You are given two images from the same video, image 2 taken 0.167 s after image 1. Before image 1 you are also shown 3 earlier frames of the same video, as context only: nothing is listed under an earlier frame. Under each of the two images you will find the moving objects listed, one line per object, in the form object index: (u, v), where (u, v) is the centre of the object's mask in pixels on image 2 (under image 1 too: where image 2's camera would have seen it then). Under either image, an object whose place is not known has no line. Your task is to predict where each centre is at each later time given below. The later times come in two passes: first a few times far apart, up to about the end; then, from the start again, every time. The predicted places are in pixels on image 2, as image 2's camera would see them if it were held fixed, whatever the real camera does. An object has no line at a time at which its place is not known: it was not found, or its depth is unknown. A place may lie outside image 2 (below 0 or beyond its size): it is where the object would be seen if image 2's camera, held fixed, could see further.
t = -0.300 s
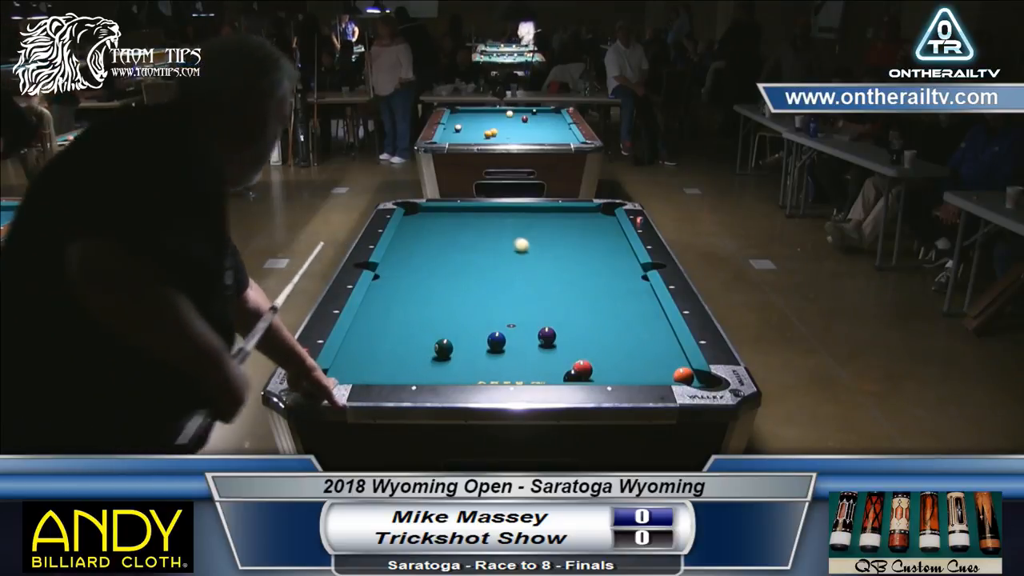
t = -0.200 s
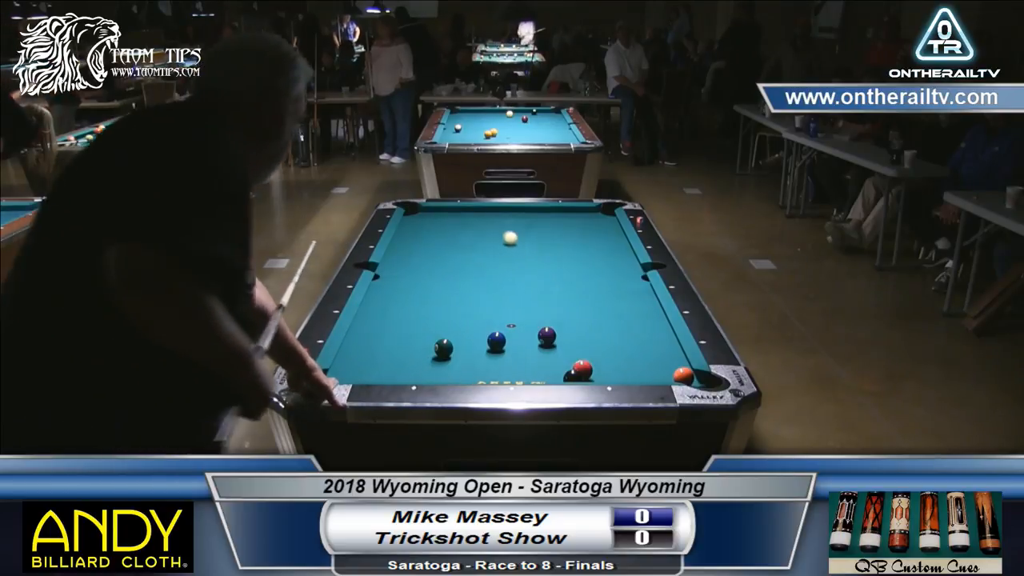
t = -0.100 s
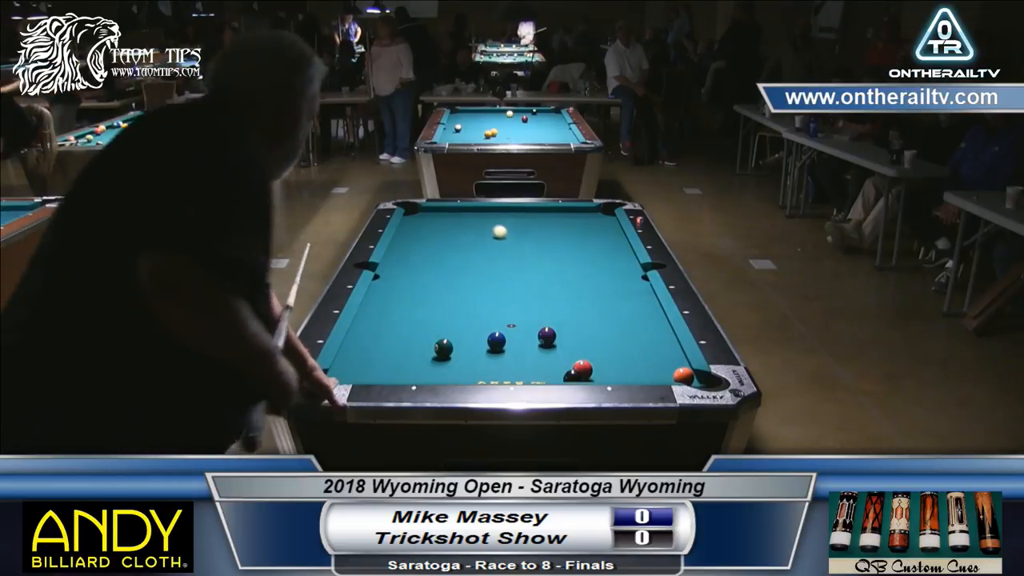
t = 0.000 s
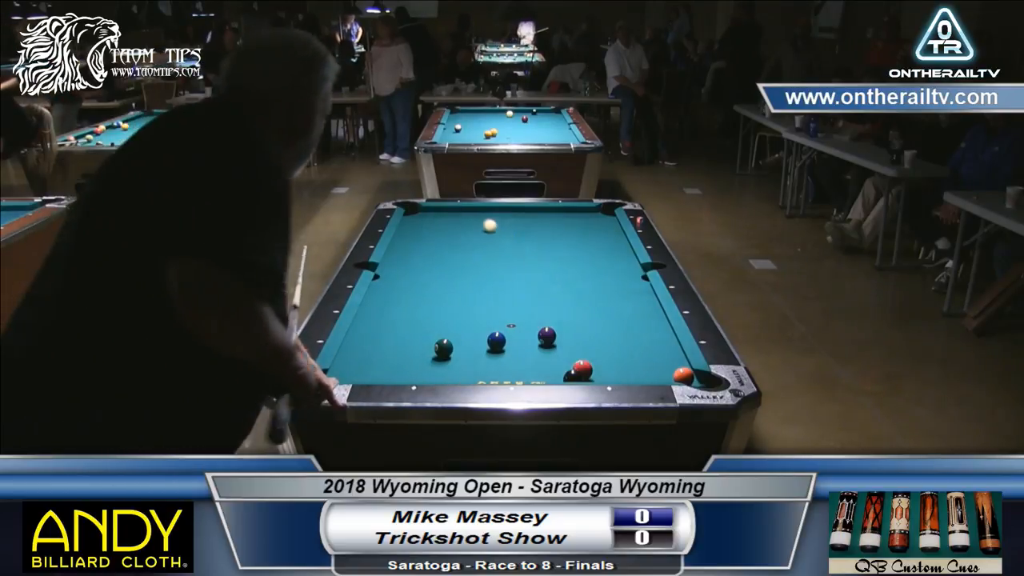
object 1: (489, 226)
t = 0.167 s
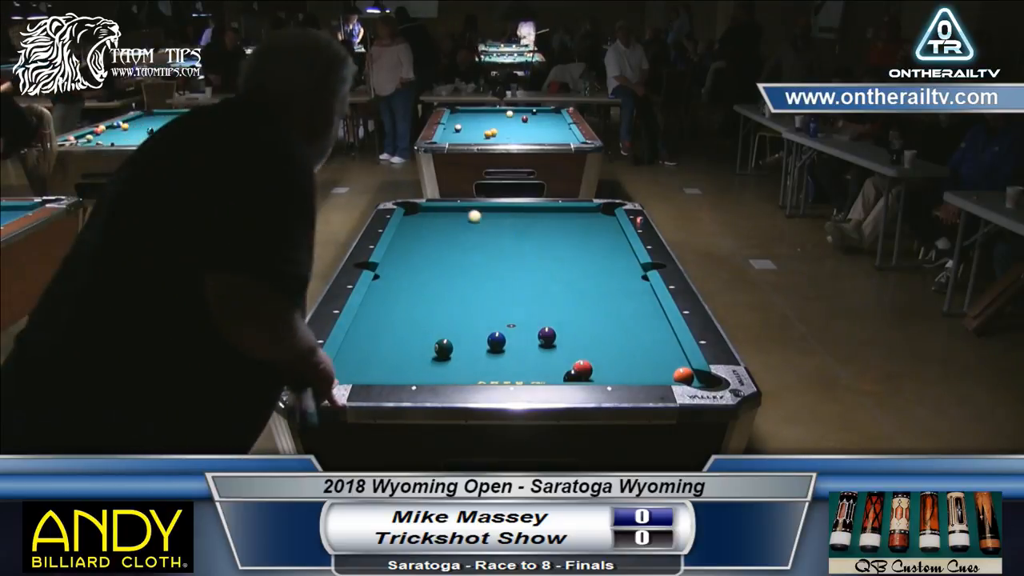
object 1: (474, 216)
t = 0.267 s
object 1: (466, 211)
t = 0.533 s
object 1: (429, 214)
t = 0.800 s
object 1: (415, 221)
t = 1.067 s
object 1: (431, 229)
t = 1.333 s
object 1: (447, 238)
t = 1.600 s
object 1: (464, 246)
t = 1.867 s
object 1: (482, 255)
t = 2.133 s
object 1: (500, 264)
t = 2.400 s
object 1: (519, 273)
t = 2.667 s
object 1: (537, 282)
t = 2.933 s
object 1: (557, 292)
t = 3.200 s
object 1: (577, 302)
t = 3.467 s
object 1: (597, 312)
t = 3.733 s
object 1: (617, 321)
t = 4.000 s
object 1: (637, 331)
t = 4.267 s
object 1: (658, 341)
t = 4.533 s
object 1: (671, 350)
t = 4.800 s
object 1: (667, 358)
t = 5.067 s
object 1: (663, 365)
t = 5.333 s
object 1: (660, 370)
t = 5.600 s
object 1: (657, 374)
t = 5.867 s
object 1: (654, 376)
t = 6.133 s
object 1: (650, 375)
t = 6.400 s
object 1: (649, 374)
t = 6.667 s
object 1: (648, 374)
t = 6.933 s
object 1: (649, 374)
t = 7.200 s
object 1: (649, 374)
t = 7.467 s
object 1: (649, 374)
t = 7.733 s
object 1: (649, 374)
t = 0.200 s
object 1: (471, 214)
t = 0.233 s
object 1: (468, 213)
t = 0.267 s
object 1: (466, 211)
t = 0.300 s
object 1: (463, 209)
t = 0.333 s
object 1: (459, 209)
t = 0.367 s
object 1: (454, 210)
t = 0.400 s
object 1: (449, 211)
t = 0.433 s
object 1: (444, 212)
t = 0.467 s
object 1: (439, 213)
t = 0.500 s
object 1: (434, 213)
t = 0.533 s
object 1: (429, 214)
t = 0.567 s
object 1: (424, 215)
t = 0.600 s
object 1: (419, 216)
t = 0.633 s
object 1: (414, 217)
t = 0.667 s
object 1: (409, 217)
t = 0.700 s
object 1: (409, 218)
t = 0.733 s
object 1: (411, 219)
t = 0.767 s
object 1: (413, 220)
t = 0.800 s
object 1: (415, 221)
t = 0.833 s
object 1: (417, 222)
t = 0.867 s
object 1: (419, 223)
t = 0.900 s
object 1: (421, 224)
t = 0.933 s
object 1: (423, 225)
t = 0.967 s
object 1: (425, 226)
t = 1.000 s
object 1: (427, 227)
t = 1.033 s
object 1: (429, 228)
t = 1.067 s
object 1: (431, 229)
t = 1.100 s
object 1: (433, 230)
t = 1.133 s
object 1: (435, 231)
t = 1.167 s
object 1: (437, 232)
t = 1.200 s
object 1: (439, 233)
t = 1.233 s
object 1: (441, 234)
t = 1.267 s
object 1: (443, 235)
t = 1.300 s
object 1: (445, 237)
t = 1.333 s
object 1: (447, 238)
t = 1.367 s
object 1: (449, 238)
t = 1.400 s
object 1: (451, 240)
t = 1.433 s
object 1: (454, 241)
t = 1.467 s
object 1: (455, 242)
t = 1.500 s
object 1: (458, 243)
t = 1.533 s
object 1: (460, 244)
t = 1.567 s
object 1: (462, 245)
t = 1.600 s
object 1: (464, 246)
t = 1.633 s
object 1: (466, 247)
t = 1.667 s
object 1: (468, 248)
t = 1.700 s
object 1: (471, 249)
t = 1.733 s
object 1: (473, 251)
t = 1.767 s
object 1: (475, 251)
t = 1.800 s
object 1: (477, 252)
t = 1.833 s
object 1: (480, 254)
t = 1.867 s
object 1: (482, 255)
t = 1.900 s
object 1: (484, 256)
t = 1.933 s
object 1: (486, 257)
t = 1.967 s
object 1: (489, 258)
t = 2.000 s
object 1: (491, 259)
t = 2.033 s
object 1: (493, 261)
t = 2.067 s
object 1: (495, 261)
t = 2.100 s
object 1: (498, 263)
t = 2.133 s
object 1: (500, 264)
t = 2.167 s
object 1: (502, 265)
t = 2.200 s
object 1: (505, 266)
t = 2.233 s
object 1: (507, 267)
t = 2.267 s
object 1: (509, 268)
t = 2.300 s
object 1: (512, 269)
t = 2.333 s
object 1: (514, 271)
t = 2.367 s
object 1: (516, 272)
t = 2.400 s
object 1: (519, 273)
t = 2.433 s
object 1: (521, 274)
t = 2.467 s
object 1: (523, 275)
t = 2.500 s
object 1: (526, 277)
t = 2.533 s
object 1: (528, 278)
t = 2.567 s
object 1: (530, 279)
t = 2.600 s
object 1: (533, 280)
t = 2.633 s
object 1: (535, 281)
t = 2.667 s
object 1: (537, 282)
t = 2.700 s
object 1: (540, 284)
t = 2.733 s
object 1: (542, 285)
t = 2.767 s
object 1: (545, 286)
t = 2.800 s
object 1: (547, 287)
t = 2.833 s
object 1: (550, 288)
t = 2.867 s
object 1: (552, 290)
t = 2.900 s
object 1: (554, 291)
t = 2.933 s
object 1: (557, 292)
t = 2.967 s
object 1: (559, 293)
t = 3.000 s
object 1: (562, 295)
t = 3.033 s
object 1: (564, 296)
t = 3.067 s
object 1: (567, 297)
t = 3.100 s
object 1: (569, 298)
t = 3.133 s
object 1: (572, 299)
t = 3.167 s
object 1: (574, 301)
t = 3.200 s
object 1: (577, 302)
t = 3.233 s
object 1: (579, 303)
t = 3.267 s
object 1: (582, 304)
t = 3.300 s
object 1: (584, 306)
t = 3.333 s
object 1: (587, 307)
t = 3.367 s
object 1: (589, 308)
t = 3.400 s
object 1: (592, 309)
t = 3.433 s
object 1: (594, 310)
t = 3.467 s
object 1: (597, 312)
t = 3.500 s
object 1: (599, 313)
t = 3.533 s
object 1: (602, 314)
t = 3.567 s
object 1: (604, 315)
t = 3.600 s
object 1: (607, 316)
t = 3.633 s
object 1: (609, 318)
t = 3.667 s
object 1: (612, 319)
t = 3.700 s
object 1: (614, 320)
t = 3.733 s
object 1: (617, 321)
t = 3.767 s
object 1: (619, 323)
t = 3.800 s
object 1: (622, 324)
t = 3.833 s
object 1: (624, 325)
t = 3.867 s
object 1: (627, 326)
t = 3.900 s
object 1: (630, 328)
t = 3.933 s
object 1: (632, 329)
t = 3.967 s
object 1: (635, 330)
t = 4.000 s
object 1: (637, 331)
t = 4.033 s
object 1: (640, 332)
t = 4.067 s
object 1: (642, 334)
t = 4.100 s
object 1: (645, 335)
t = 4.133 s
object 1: (647, 336)
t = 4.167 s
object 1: (650, 337)
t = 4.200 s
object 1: (652, 339)
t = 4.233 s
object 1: (655, 340)
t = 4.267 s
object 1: (658, 341)
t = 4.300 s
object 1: (660, 342)
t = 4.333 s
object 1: (662, 344)
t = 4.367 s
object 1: (665, 345)
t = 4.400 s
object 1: (667, 346)
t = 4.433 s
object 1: (670, 347)
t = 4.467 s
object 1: (672, 349)
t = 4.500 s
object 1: (672, 350)
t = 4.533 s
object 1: (671, 350)
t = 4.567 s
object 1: (671, 351)
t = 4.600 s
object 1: (670, 352)
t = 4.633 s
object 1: (670, 353)
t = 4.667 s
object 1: (669, 354)
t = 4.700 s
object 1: (669, 355)
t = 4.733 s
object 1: (668, 356)
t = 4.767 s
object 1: (668, 357)
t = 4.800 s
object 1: (667, 358)
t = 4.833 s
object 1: (666, 359)
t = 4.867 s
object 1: (666, 359)
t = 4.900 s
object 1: (666, 360)
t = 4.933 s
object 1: (665, 361)
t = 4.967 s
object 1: (665, 362)
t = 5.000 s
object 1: (664, 363)
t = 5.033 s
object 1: (664, 364)
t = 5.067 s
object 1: (663, 365)
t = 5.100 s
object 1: (663, 365)
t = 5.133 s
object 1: (663, 366)
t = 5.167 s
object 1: (662, 367)
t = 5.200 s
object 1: (662, 368)
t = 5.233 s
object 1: (661, 368)
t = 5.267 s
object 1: (661, 369)
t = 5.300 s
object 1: (661, 370)
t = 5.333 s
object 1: (660, 370)
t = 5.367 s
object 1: (660, 370)
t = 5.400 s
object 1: (659, 371)
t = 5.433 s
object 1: (659, 371)
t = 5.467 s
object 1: (658, 372)
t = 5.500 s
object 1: (658, 372)
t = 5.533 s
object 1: (658, 373)
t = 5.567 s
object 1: (657, 373)
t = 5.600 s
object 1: (657, 374)
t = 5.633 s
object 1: (656, 374)
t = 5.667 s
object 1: (656, 375)
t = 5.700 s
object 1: (656, 375)
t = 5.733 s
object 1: (655, 375)
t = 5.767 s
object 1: (655, 376)
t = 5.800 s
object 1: (654, 376)
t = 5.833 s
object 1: (654, 377)
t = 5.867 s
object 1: (654, 376)
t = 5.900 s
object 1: (653, 376)
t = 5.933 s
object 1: (653, 376)
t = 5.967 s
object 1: (652, 376)
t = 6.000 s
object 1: (652, 376)
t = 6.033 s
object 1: (652, 376)
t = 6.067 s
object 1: (651, 375)
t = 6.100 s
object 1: (651, 375)
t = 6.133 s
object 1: (650, 375)
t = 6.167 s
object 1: (650, 375)
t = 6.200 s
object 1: (650, 375)
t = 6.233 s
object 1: (650, 375)
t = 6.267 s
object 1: (650, 374)
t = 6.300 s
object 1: (649, 374)
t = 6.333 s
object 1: (649, 374)
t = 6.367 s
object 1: (649, 374)
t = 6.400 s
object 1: (649, 374)
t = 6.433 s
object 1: (648, 374)
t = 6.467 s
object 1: (648, 374)
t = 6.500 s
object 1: (648, 374)
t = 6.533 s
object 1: (648, 374)
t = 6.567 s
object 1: (648, 374)
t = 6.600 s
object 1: (648, 374)
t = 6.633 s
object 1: (648, 374)
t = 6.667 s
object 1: (648, 374)
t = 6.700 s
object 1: (648, 374)
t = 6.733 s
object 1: (648, 374)
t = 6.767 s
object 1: (648, 374)
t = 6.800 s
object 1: (649, 374)
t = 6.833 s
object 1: (649, 374)
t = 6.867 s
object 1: (649, 374)
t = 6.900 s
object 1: (649, 374)
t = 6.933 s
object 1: (649, 374)
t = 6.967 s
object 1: (649, 374)
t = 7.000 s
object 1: (649, 374)
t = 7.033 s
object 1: (649, 374)
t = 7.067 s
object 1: (649, 374)
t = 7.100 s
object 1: (649, 374)
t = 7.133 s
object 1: (649, 374)
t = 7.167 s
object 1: (649, 374)
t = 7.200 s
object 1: (649, 374)
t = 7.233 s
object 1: (649, 374)
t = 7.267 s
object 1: (649, 374)
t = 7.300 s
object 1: (649, 374)
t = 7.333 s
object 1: (649, 374)
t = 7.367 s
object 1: (649, 374)
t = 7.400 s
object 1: (649, 374)
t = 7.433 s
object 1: (649, 374)
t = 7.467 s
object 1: (649, 374)
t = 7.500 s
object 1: (649, 374)
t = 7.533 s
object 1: (649, 374)
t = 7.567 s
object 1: (649, 374)
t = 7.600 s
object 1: (649, 374)
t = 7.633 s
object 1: (649, 374)
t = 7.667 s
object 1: (649, 374)
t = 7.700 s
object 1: (649, 374)
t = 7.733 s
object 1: (649, 374)
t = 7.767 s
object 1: (649, 373)
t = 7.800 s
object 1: (649, 374)
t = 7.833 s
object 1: (649, 374)
